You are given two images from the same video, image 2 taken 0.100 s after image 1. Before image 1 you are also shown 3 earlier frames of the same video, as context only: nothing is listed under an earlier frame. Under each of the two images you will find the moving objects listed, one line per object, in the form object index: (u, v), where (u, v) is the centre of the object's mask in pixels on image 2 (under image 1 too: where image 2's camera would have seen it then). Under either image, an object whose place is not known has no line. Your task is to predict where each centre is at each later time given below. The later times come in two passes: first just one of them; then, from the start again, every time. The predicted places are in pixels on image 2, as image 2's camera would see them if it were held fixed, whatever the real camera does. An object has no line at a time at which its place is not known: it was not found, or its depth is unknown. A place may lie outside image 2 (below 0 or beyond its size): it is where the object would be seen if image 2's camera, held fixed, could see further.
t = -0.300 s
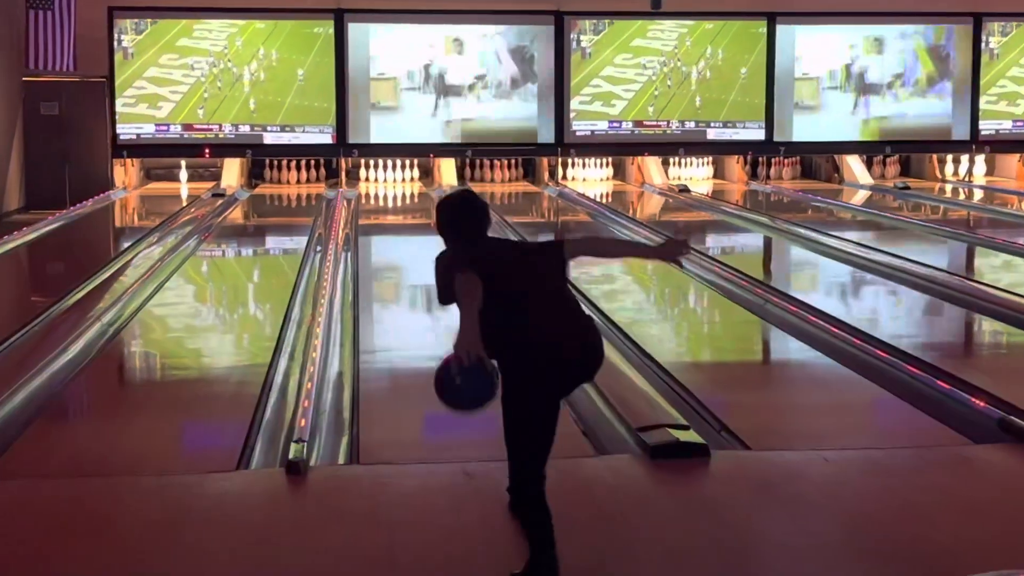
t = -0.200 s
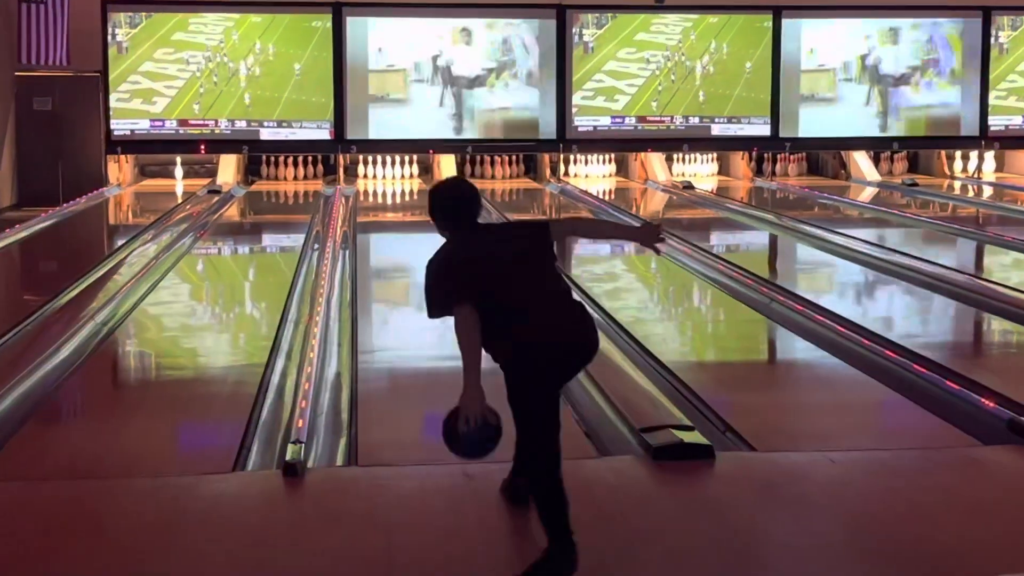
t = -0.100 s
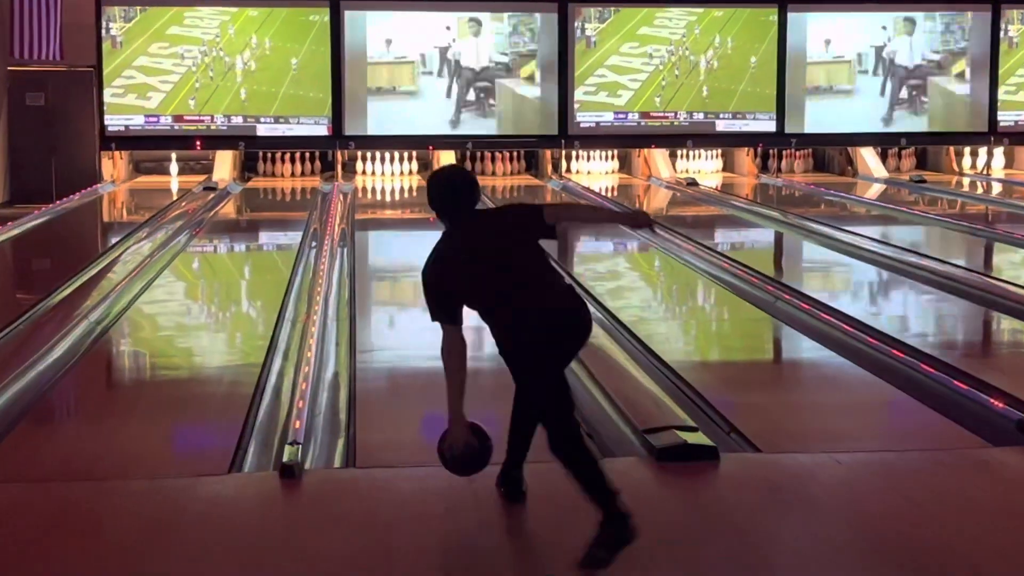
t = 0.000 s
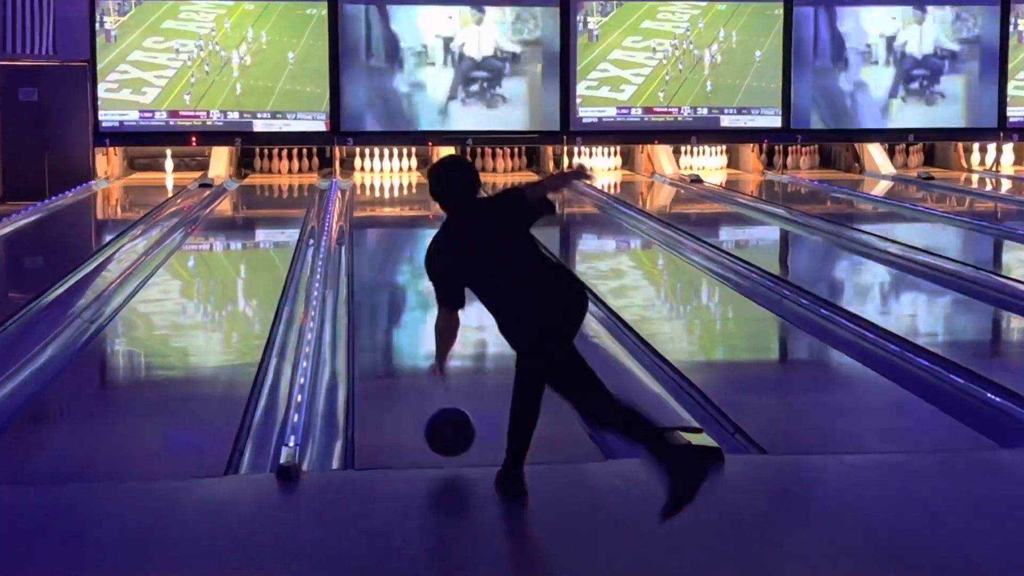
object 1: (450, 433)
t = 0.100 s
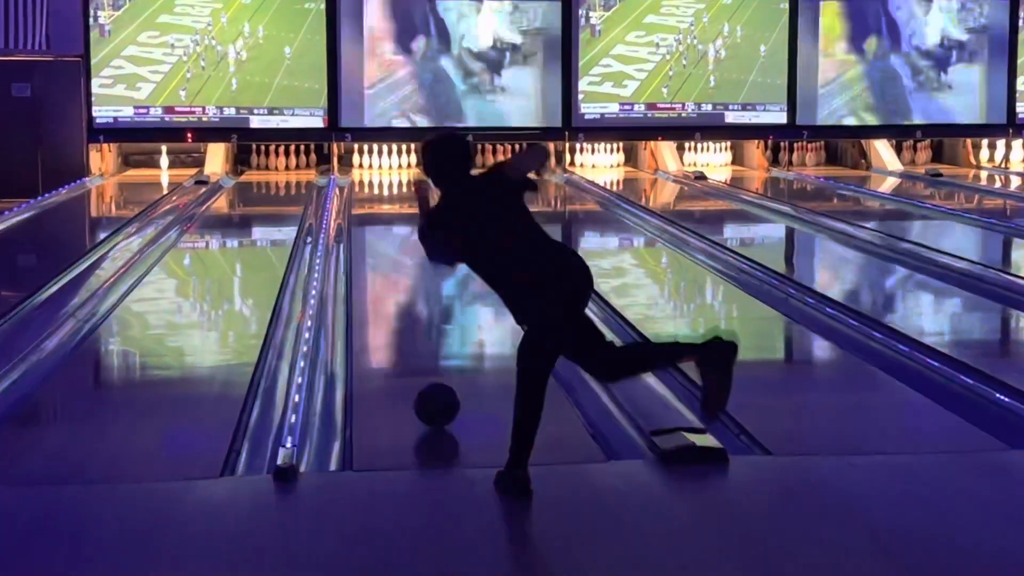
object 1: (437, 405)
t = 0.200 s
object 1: (426, 375)
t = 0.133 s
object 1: (433, 394)
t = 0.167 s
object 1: (430, 384)
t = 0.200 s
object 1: (426, 375)
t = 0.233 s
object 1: (424, 367)
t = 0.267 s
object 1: (421, 358)
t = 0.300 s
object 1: (418, 351)
